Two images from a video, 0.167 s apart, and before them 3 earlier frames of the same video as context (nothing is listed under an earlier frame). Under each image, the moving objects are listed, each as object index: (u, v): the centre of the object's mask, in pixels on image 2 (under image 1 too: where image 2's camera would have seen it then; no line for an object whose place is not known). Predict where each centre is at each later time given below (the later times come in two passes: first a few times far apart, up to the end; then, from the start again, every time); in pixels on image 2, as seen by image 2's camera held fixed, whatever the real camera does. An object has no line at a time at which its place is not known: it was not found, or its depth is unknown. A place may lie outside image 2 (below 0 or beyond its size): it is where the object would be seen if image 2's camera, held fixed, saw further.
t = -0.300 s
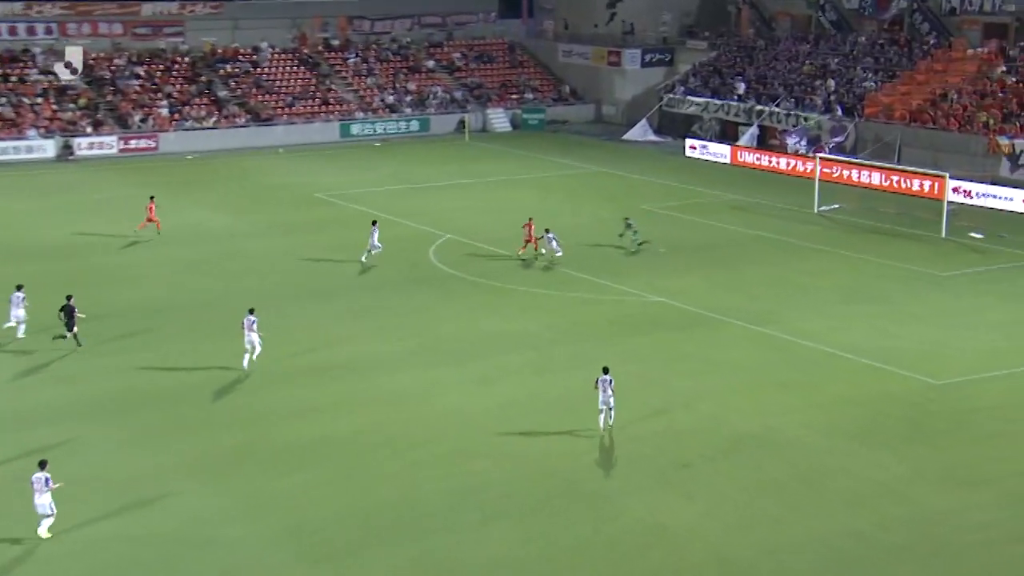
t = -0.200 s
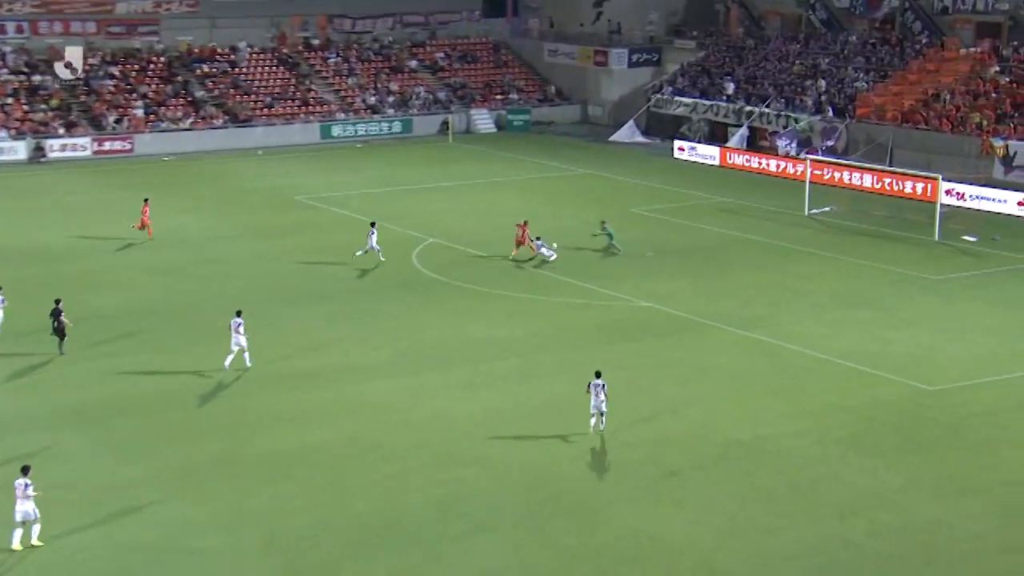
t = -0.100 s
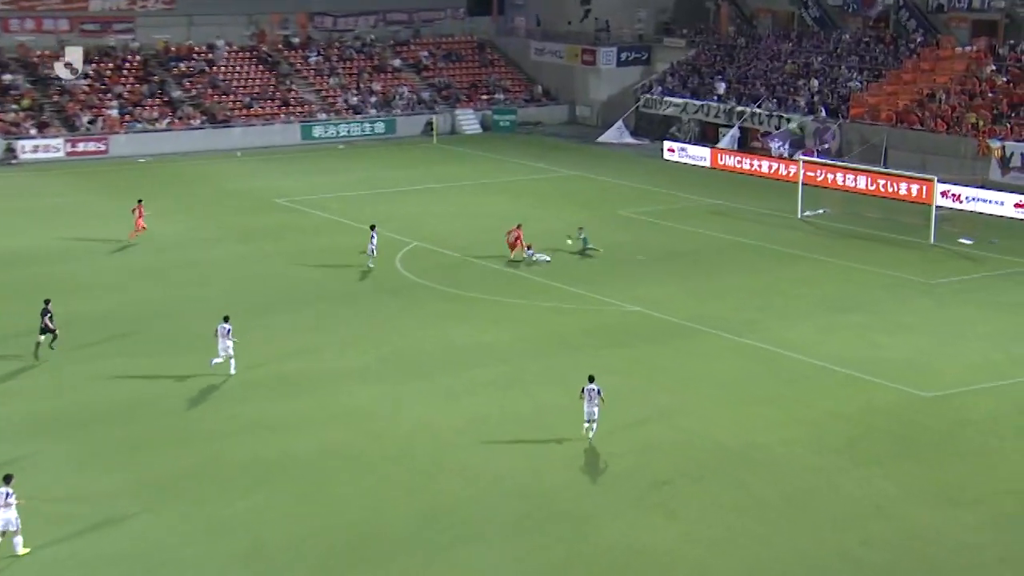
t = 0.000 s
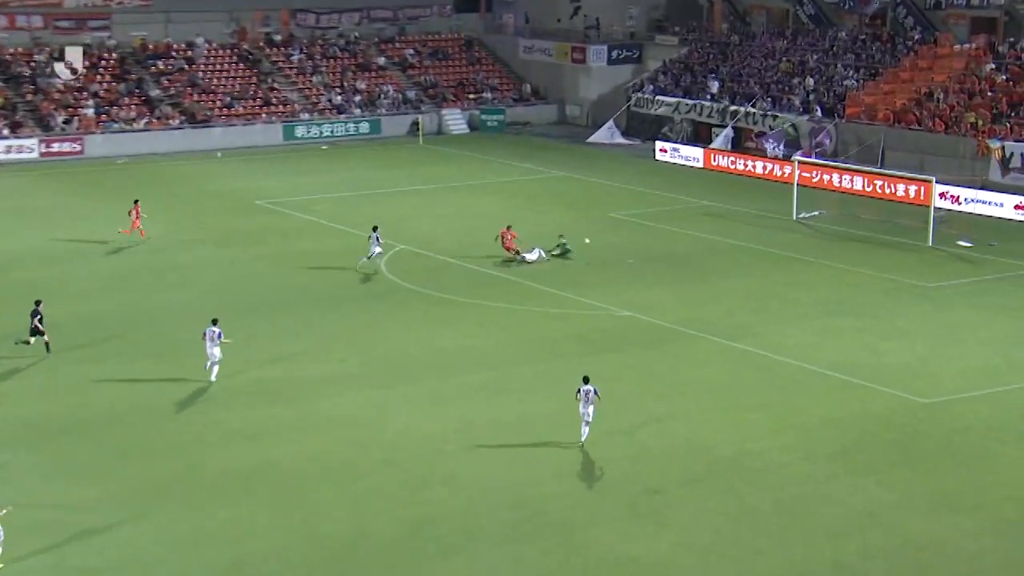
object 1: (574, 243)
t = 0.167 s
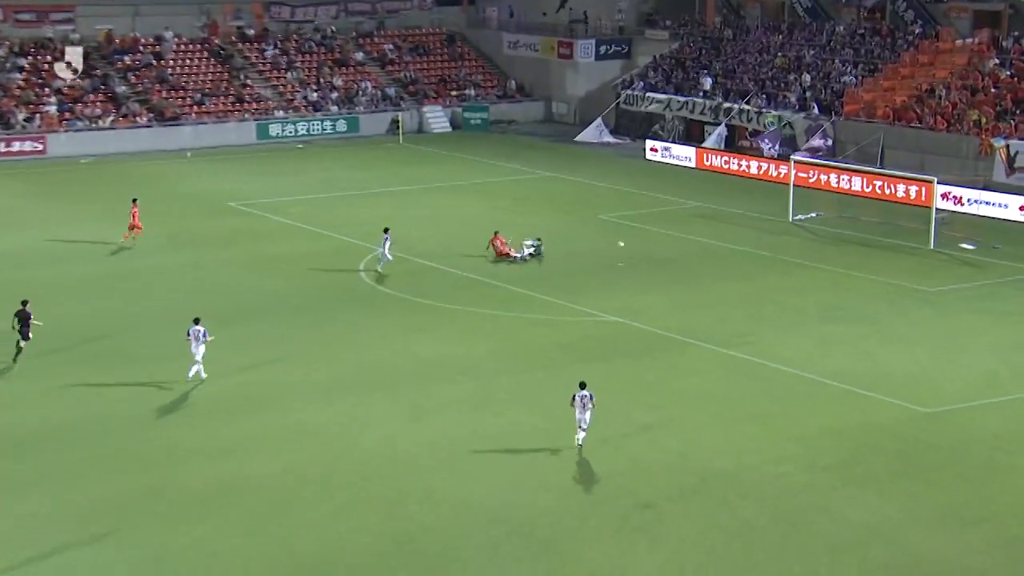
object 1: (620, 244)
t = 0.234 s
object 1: (640, 246)
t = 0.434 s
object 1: (687, 245)
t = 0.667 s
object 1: (739, 239)
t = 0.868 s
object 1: (781, 241)
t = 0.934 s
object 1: (793, 238)
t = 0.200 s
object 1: (630, 245)
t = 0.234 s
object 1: (640, 246)
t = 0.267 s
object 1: (648, 248)
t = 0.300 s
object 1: (656, 250)
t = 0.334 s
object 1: (664, 252)
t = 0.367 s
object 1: (672, 250)
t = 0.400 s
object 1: (680, 247)
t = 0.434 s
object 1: (687, 245)
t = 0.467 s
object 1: (694, 243)
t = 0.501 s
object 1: (702, 241)
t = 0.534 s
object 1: (709, 240)
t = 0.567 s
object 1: (716, 240)
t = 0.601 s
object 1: (724, 240)
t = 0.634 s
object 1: (731, 239)
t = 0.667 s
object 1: (739, 239)
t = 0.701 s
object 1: (747, 240)
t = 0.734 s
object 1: (754, 240)
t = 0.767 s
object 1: (761, 242)
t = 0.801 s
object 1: (768, 244)
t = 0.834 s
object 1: (775, 243)
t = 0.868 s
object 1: (781, 241)
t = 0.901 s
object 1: (786, 239)
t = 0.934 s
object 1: (793, 238)
